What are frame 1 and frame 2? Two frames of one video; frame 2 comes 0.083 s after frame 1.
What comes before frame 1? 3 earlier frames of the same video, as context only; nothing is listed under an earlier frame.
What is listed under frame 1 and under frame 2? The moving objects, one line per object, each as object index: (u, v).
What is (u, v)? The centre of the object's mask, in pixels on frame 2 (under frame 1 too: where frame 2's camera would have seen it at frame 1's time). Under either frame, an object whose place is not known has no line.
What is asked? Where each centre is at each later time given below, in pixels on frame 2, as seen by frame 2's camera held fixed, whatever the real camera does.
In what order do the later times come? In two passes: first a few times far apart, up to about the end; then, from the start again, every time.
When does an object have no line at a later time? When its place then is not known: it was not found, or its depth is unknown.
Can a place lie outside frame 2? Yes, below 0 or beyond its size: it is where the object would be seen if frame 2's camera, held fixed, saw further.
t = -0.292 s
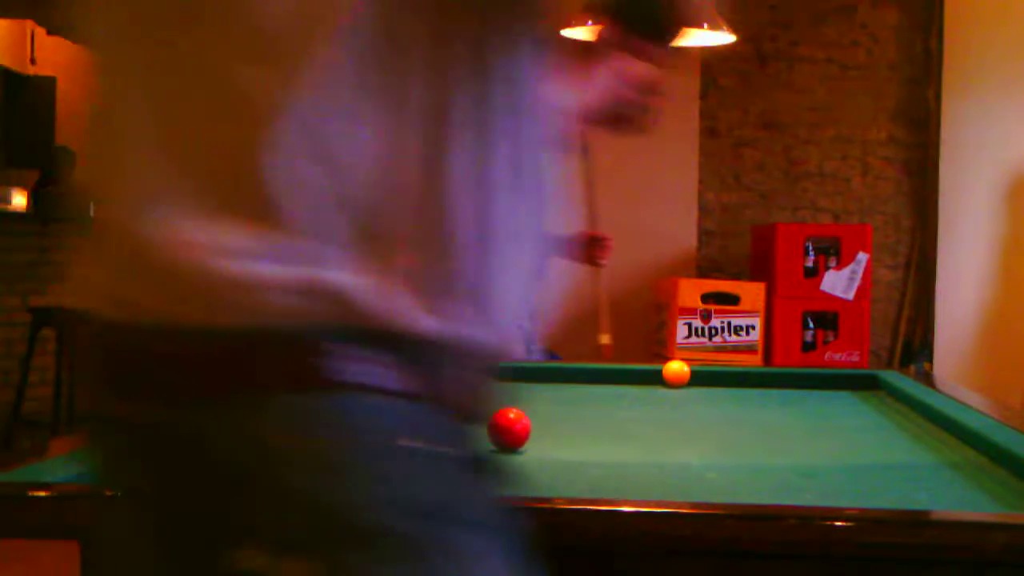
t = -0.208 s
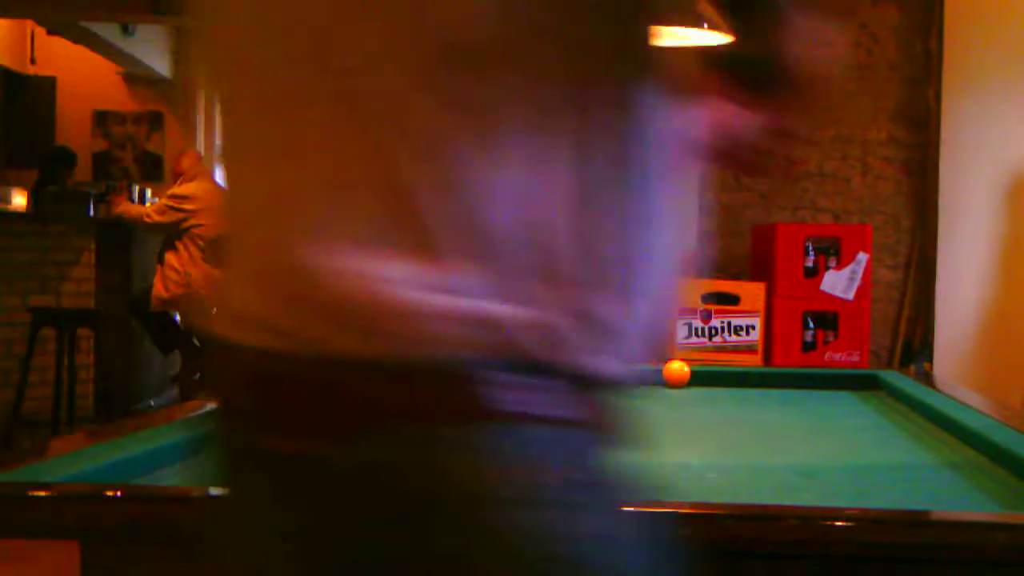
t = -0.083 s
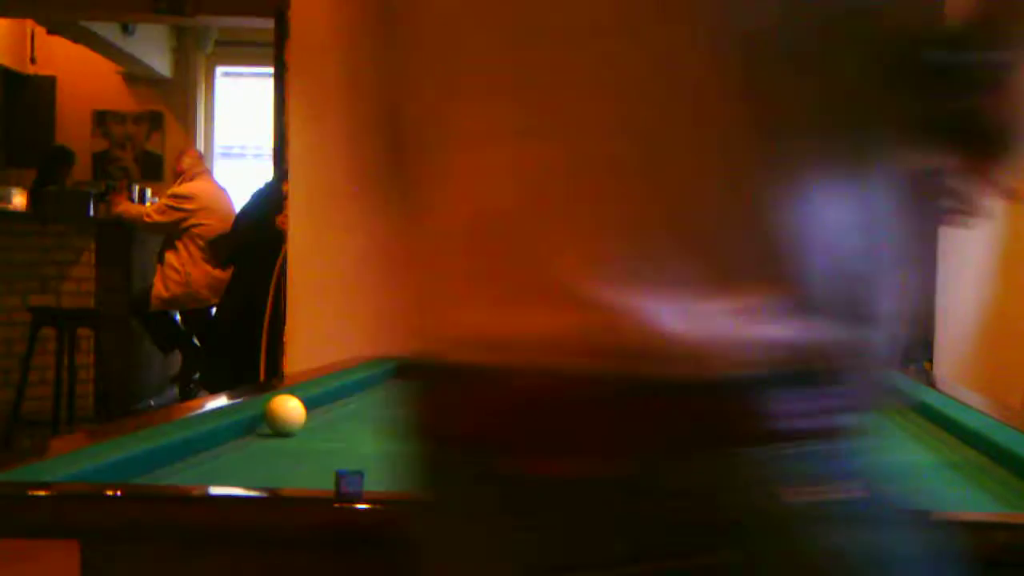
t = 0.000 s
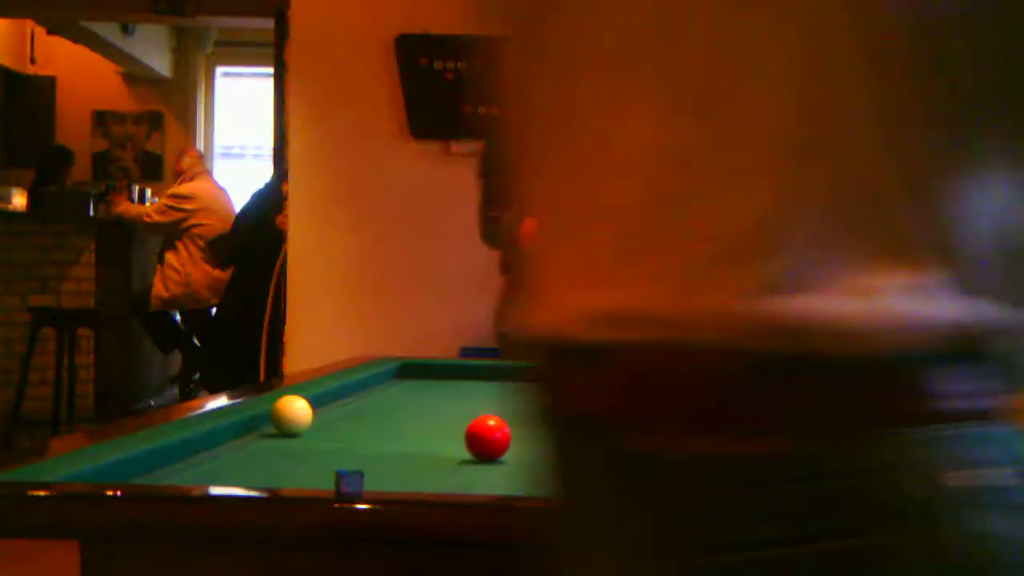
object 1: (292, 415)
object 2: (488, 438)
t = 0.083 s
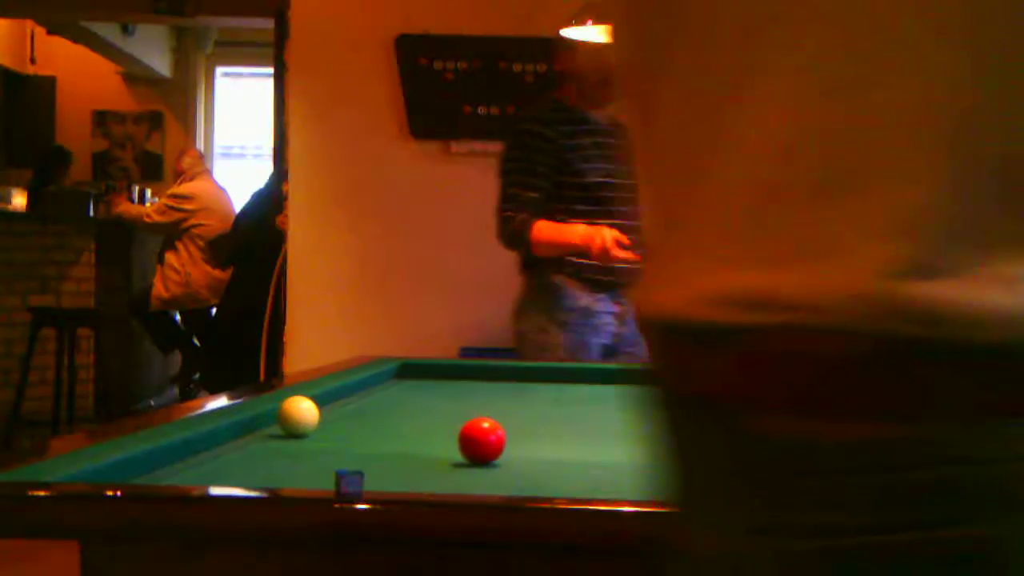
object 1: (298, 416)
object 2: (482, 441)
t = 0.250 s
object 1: (310, 417)
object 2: (469, 446)
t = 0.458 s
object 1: (325, 418)
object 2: (451, 454)
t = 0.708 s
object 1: (341, 419)
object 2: (429, 463)
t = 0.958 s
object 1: (355, 420)
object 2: (404, 469)
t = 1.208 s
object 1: (368, 421)
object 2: (382, 473)
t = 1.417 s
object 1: (378, 422)
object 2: (362, 477)
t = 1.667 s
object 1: (388, 423)
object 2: (353, 471)
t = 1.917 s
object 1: (395, 423)
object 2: (354, 470)
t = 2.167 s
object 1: (400, 424)
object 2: (355, 467)
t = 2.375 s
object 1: (403, 424)
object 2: (356, 464)
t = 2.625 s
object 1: (405, 424)
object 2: (357, 460)
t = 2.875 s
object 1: (405, 424)
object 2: (357, 457)
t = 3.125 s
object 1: (405, 425)
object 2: (357, 454)
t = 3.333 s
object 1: (405, 425)
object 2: (357, 452)
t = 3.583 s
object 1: (405, 425)
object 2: (357, 450)
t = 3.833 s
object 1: (405, 424)
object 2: (356, 447)
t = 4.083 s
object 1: (405, 424)
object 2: (355, 445)
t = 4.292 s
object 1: (405, 424)
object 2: (355, 443)
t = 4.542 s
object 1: (405, 424)
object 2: (354, 441)
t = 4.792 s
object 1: (405, 424)
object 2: (353, 439)
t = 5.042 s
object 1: (405, 424)
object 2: (351, 437)
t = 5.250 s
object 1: (405, 424)
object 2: (350, 436)
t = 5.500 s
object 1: (405, 424)
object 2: (348, 435)
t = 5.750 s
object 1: (405, 424)
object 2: (347, 433)
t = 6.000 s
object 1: (405, 424)
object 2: (345, 433)
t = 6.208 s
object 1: (405, 424)
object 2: (343, 432)
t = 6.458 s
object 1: (405, 424)
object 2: (342, 432)
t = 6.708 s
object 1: (405, 424)
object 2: (340, 431)
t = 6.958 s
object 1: (405, 424)
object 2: (340, 431)
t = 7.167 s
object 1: (405, 424)
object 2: (340, 431)
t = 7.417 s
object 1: (405, 424)
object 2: (340, 432)
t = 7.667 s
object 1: (405, 424)
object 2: (339, 431)
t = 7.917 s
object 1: (405, 424)
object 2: (339, 431)
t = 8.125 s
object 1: (405, 424)
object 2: (340, 431)
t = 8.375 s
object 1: (405, 424)
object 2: (340, 431)
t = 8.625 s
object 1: (405, 424)
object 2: (339, 431)
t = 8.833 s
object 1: (405, 424)
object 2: (339, 431)
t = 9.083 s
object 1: (405, 424)
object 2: (339, 431)
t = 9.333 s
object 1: (405, 424)
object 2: (340, 431)
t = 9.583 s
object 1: (405, 424)
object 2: (340, 431)
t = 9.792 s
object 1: (405, 424)
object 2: (339, 431)
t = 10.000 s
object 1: (405, 424)
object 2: (339, 431)
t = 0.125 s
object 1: (301, 416)
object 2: (479, 442)
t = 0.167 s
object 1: (305, 416)
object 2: (475, 444)
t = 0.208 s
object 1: (308, 416)
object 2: (472, 445)
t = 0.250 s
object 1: (310, 417)
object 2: (469, 446)
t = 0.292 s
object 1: (313, 417)
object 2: (465, 448)
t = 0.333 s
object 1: (316, 417)
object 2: (462, 449)
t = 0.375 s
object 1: (319, 418)
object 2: (459, 451)
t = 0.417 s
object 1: (322, 418)
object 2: (455, 452)
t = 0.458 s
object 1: (325, 418)
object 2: (451, 454)
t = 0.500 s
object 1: (328, 418)
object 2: (448, 455)
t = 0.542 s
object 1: (330, 418)
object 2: (444, 457)
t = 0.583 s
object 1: (333, 418)
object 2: (440, 458)
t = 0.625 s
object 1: (336, 419)
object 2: (437, 460)
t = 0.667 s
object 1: (339, 419)
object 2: (433, 462)
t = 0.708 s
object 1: (341, 419)
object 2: (429, 463)
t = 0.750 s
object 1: (344, 419)
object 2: (425, 464)
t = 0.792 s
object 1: (346, 419)
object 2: (421, 466)
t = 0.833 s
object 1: (349, 419)
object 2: (416, 467)
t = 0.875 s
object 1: (351, 420)
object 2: (412, 467)
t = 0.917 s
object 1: (353, 420)
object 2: (408, 468)
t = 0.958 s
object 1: (355, 420)
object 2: (404, 469)
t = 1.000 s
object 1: (357, 420)
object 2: (400, 470)
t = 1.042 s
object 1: (360, 420)
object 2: (395, 471)
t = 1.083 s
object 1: (362, 421)
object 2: (391, 472)
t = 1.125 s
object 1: (364, 421)
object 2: (388, 473)
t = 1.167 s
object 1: (366, 421)
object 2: (385, 473)
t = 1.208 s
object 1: (368, 421)
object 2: (382, 473)
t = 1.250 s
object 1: (370, 421)
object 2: (378, 474)
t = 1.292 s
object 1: (372, 422)
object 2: (375, 474)
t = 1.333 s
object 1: (374, 422)
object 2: (372, 475)
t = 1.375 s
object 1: (376, 422)
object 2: (364, 476)
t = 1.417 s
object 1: (378, 422)
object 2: (362, 477)
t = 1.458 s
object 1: (380, 422)
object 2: (351, 471)
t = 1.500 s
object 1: (381, 422)
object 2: (352, 471)
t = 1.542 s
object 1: (383, 422)
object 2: (352, 471)
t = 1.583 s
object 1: (385, 422)
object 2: (352, 471)
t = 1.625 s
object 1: (386, 423)
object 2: (352, 471)
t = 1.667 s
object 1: (388, 423)
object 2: (353, 471)
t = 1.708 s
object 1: (389, 423)
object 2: (353, 471)
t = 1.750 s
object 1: (391, 423)
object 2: (353, 471)
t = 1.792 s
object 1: (392, 423)
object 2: (354, 471)
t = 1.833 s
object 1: (393, 423)
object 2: (354, 471)
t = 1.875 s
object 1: (394, 423)
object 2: (354, 471)
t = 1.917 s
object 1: (395, 423)
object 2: (354, 470)
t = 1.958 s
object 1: (396, 423)
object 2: (354, 470)
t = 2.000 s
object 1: (397, 423)
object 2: (355, 469)
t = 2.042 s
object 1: (398, 423)
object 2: (355, 469)
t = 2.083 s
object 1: (399, 424)
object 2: (355, 468)
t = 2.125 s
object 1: (399, 424)
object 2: (355, 468)
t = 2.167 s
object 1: (400, 424)
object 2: (355, 467)
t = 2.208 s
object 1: (401, 424)
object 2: (355, 467)
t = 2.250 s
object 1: (401, 424)
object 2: (355, 466)
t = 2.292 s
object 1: (402, 424)
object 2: (356, 465)
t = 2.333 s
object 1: (402, 424)
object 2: (356, 465)
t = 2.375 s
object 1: (403, 424)
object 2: (356, 464)
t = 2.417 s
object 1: (403, 424)
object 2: (356, 463)
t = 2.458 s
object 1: (403, 424)
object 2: (356, 463)
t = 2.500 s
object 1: (404, 424)
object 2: (356, 462)
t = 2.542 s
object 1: (404, 424)
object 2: (356, 462)
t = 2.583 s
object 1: (404, 424)
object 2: (357, 461)
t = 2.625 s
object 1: (405, 424)
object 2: (357, 460)
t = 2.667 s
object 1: (405, 424)
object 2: (357, 460)
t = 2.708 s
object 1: (405, 424)
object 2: (357, 459)
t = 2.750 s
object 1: (405, 424)
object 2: (357, 459)
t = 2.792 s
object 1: (405, 424)
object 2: (357, 458)
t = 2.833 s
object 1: (405, 425)
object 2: (357, 458)
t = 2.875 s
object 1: (405, 424)
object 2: (357, 457)
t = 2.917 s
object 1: (405, 425)
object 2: (357, 457)
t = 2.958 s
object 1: (405, 424)
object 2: (357, 456)
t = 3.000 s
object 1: (405, 424)
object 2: (357, 455)
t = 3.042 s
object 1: (405, 424)
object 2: (357, 455)
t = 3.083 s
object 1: (405, 425)
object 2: (357, 454)
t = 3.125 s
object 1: (405, 425)
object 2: (357, 454)
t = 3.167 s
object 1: (405, 425)
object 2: (357, 454)
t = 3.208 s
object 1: (405, 425)
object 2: (357, 453)
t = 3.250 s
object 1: (405, 425)
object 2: (357, 453)
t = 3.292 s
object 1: (405, 425)
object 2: (357, 452)
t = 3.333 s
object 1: (405, 425)
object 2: (357, 452)
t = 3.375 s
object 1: (405, 425)
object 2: (357, 452)
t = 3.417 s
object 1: (405, 425)
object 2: (357, 451)
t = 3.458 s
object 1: (405, 425)
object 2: (357, 451)
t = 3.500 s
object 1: (405, 424)
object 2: (357, 450)
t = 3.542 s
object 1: (405, 425)
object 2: (357, 450)
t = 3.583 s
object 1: (405, 425)
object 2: (357, 450)
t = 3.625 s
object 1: (405, 425)
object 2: (356, 449)
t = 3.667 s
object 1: (405, 425)
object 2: (356, 448)
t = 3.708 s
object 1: (405, 425)
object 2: (356, 448)
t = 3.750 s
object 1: (405, 424)
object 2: (356, 448)
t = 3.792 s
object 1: (405, 424)
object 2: (356, 448)
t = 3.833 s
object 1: (405, 424)
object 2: (356, 447)
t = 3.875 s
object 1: (405, 424)
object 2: (356, 447)
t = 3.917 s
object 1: (405, 424)
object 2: (356, 446)
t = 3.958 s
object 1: (405, 424)
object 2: (356, 446)
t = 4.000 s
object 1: (405, 425)
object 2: (356, 446)
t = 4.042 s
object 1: (405, 424)
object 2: (355, 446)
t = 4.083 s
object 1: (405, 424)
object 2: (355, 445)
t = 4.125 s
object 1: (405, 424)
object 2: (355, 445)
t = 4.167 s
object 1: (405, 424)
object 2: (355, 444)
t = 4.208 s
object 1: (405, 424)
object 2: (355, 444)
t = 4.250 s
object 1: (405, 424)
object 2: (355, 444)
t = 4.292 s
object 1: (405, 424)
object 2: (355, 443)
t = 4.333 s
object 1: (405, 424)
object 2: (354, 442)
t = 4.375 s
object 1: (405, 424)
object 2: (354, 442)
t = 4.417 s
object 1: (405, 424)
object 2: (354, 442)
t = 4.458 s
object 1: (405, 424)
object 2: (354, 442)
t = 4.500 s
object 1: (405, 424)
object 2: (354, 441)
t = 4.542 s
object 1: (405, 424)
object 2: (354, 441)
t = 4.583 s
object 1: (405, 424)
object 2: (354, 440)
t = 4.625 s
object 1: (405, 424)
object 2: (354, 440)
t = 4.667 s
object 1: (405, 424)
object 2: (353, 440)
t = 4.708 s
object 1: (405, 424)
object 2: (353, 439)
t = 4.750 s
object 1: (405, 424)
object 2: (353, 439)
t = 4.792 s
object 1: (405, 424)
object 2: (353, 439)
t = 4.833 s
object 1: (405, 424)
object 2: (352, 439)
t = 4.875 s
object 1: (405, 424)
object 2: (352, 438)
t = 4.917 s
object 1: (405, 424)
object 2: (352, 438)
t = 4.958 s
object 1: (405, 424)
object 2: (351, 437)
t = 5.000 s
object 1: (405, 424)
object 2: (351, 437)
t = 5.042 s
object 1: (405, 424)
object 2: (351, 437)
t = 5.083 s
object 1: (405, 424)
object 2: (351, 437)
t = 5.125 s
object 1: (405, 424)
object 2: (350, 437)
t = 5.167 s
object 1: (405, 424)
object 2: (350, 436)
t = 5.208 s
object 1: (405, 424)
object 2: (350, 436)
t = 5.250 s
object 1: (405, 424)
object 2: (350, 436)
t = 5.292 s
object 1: (405, 424)
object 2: (349, 436)
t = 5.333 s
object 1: (405, 424)
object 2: (349, 435)
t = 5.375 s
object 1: (405, 424)
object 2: (349, 435)
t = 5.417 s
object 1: (405, 424)
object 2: (349, 435)
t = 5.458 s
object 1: (405, 424)
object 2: (349, 435)
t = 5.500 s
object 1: (405, 424)
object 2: (348, 435)
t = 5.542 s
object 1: (405, 424)
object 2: (348, 434)
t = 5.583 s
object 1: (405, 424)
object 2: (348, 434)
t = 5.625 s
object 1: (405, 424)
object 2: (348, 434)
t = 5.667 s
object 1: (405, 424)
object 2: (347, 434)
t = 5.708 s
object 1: (405, 424)
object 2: (347, 434)
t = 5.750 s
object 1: (405, 424)
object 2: (347, 433)
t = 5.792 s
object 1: (405, 424)
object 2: (347, 433)
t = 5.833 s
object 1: (405, 425)
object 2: (346, 433)
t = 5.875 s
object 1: (405, 425)
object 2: (346, 433)
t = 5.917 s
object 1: (405, 425)
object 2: (346, 433)
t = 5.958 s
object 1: (405, 424)
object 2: (345, 433)
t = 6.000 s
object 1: (405, 424)
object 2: (345, 433)
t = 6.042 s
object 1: (405, 424)
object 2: (345, 433)
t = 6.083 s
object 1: (405, 425)
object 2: (344, 433)
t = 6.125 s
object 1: (405, 425)
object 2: (344, 432)
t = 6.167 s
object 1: (405, 425)
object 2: (344, 432)
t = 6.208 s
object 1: (405, 424)
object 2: (343, 432)
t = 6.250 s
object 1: (405, 424)
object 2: (343, 432)
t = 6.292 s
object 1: (405, 424)
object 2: (343, 432)
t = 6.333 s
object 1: (405, 425)
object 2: (343, 432)
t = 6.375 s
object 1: (405, 424)
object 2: (342, 432)
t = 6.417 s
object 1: (405, 424)
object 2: (342, 432)
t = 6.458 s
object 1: (405, 424)
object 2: (342, 432)
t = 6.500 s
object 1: (405, 424)
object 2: (341, 432)
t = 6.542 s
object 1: (405, 424)
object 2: (341, 432)
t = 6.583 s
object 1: (405, 424)
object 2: (341, 432)
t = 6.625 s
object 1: (405, 424)
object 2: (341, 431)
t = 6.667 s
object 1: (405, 425)
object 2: (341, 432)
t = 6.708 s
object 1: (405, 424)
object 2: (340, 431)
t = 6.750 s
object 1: (405, 424)
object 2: (340, 431)
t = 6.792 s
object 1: (405, 424)
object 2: (340, 431)
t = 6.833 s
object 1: (405, 425)
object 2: (340, 431)
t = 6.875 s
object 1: (405, 425)
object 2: (340, 431)
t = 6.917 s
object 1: (405, 424)
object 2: (340, 431)
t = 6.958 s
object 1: (405, 424)
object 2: (340, 431)
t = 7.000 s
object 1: (405, 424)
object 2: (340, 431)
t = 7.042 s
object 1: (405, 424)
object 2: (340, 431)
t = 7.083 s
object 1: (405, 424)
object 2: (340, 431)
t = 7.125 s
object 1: (405, 424)
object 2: (340, 431)
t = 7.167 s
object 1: (405, 424)
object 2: (340, 431)
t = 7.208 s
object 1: (405, 424)
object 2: (340, 431)
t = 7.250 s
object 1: (405, 424)
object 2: (340, 431)
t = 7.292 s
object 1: (405, 424)
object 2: (340, 431)
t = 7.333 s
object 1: (405, 424)
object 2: (340, 431)
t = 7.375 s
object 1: (405, 424)
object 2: (340, 431)
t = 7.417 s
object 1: (405, 424)
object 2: (340, 432)
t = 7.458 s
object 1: (405, 424)
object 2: (340, 431)
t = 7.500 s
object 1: (405, 424)
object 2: (339, 431)
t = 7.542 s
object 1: (405, 424)
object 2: (339, 431)
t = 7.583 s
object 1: (405, 424)
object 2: (339, 431)
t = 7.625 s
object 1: (405, 424)
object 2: (339, 431)
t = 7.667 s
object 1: (405, 424)
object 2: (339, 431)
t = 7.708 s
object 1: (405, 424)
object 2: (340, 431)
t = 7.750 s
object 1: (405, 424)
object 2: (340, 431)
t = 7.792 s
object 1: (405, 425)
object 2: (339, 431)
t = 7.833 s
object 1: (405, 424)
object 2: (340, 431)
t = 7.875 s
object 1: (405, 425)
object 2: (339, 431)
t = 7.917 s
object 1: (405, 424)
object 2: (339, 431)
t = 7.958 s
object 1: (405, 424)
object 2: (340, 431)
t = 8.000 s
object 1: (405, 424)
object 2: (339, 431)
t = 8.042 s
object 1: (405, 424)
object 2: (340, 431)
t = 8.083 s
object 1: (405, 424)
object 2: (339, 431)
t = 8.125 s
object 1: (405, 424)
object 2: (340, 431)
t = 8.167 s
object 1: (405, 424)
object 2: (339, 431)
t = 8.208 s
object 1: (405, 424)
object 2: (339, 431)
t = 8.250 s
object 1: (405, 424)
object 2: (339, 431)
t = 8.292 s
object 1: (405, 424)
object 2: (340, 431)
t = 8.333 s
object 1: (405, 424)
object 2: (339, 431)
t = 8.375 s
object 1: (405, 424)
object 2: (340, 431)
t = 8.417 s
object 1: (405, 424)
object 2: (339, 431)
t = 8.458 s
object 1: (405, 424)
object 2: (339, 431)
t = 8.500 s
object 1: (405, 424)
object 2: (339, 431)
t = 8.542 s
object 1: (405, 424)
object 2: (339, 431)
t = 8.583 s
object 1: (405, 424)
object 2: (339, 431)
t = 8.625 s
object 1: (405, 424)
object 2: (339, 431)
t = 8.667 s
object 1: (405, 424)
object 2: (339, 431)
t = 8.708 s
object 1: (405, 424)
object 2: (339, 431)
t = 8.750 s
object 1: (405, 424)
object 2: (339, 431)
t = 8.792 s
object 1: (405, 424)
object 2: (339, 431)
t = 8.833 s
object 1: (405, 424)
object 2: (339, 431)
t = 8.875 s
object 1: (405, 424)
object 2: (339, 431)
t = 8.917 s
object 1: (405, 424)
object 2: (339, 431)
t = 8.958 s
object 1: (405, 424)
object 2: (339, 431)
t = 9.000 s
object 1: (405, 424)
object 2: (339, 431)
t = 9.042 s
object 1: (405, 424)
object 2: (339, 431)
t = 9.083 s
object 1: (405, 424)
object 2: (339, 431)
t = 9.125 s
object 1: (405, 424)
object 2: (339, 431)
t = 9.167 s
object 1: (405, 424)
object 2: (340, 431)
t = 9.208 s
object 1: (405, 424)
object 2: (340, 431)
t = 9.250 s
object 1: (405, 424)
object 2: (339, 431)
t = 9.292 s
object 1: (405, 424)
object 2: (340, 431)
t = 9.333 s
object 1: (405, 424)
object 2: (340, 431)
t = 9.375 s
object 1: (405, 424)
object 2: (339, 431)
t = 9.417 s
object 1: (405, 424)
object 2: (339, 431)
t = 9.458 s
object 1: (405, 424)
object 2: (339, 431)
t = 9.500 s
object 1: (405, 424)
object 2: (340, 431)
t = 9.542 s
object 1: (405, 424)
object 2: (340, 431)
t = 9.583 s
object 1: (405, 424)
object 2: (340, 431)
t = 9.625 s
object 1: (405, 424)
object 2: (340, 431)
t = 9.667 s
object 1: (405, 424)
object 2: (339, 431)
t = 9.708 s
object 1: (405, 424)
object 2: (339, 431)
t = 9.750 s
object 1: (405, 424)
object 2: (339, 431)
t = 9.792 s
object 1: (405, 424)
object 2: (339, 431)
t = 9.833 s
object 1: (405, 424)
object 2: (340, 431)
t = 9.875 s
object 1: (405, 424)
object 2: (339, 431)
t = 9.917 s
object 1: (405, 424)
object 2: (339, 431)
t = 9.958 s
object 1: (405, 424)
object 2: (339, 431)
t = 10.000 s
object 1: (405, 424)
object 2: (339, 431)
